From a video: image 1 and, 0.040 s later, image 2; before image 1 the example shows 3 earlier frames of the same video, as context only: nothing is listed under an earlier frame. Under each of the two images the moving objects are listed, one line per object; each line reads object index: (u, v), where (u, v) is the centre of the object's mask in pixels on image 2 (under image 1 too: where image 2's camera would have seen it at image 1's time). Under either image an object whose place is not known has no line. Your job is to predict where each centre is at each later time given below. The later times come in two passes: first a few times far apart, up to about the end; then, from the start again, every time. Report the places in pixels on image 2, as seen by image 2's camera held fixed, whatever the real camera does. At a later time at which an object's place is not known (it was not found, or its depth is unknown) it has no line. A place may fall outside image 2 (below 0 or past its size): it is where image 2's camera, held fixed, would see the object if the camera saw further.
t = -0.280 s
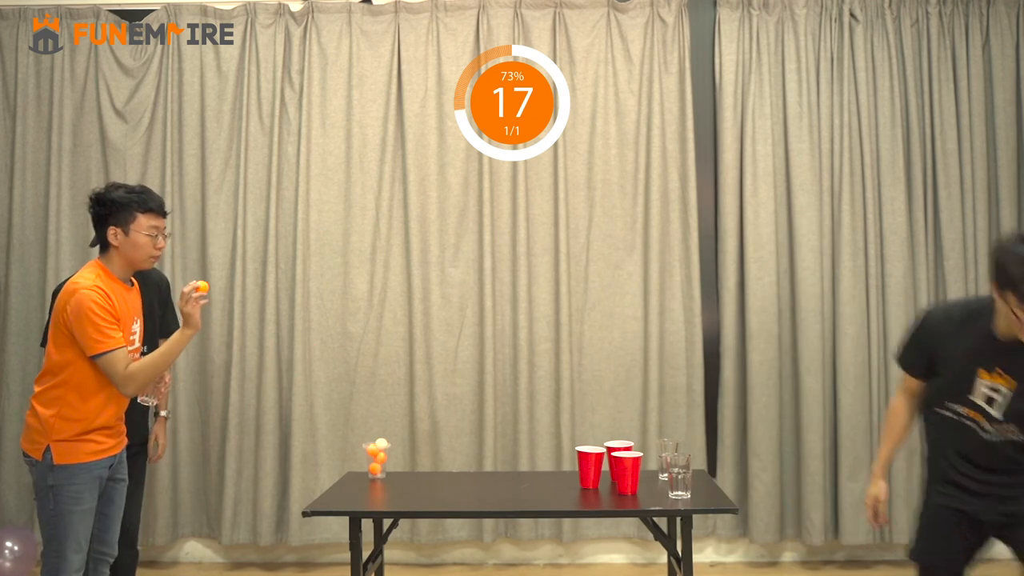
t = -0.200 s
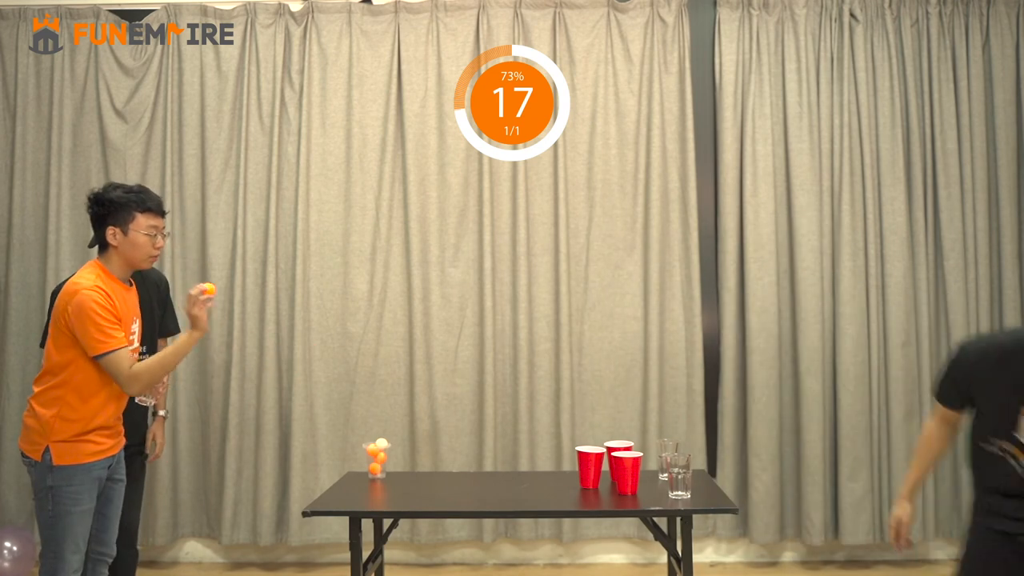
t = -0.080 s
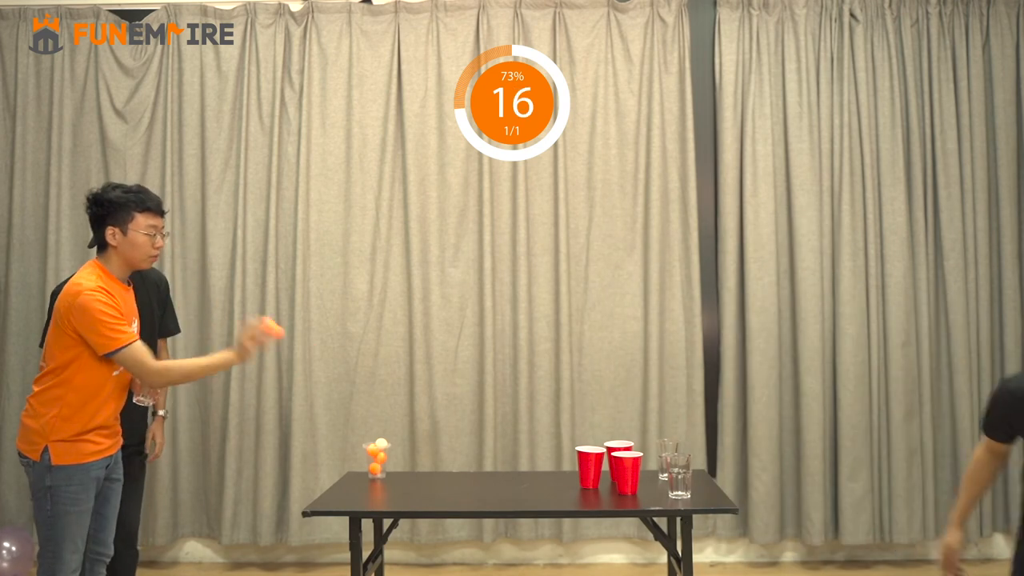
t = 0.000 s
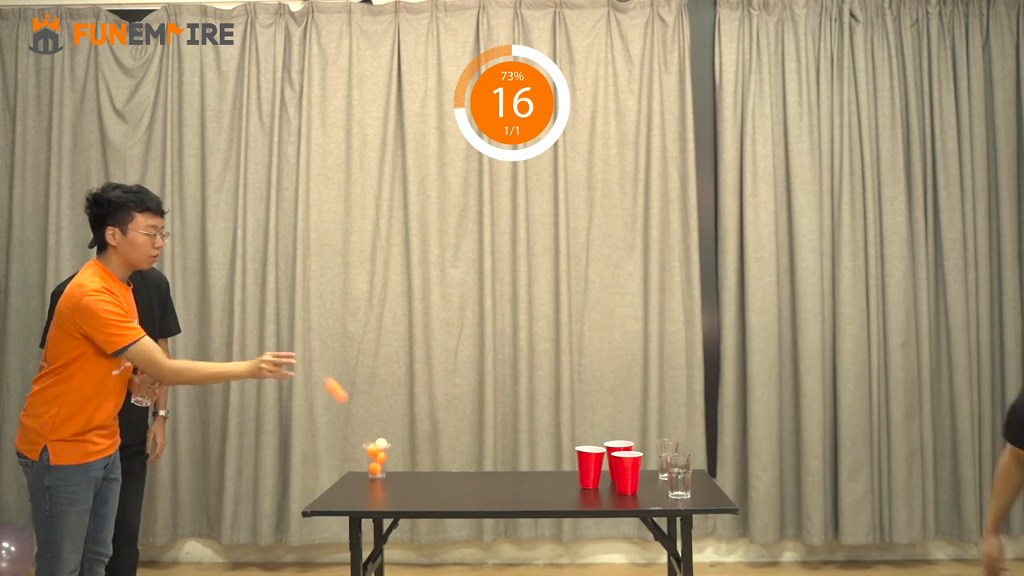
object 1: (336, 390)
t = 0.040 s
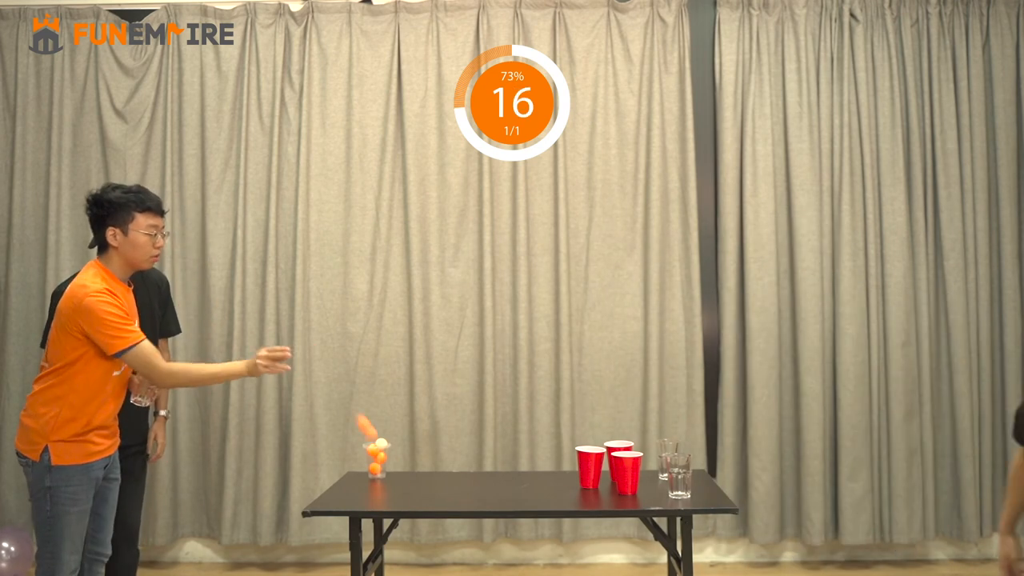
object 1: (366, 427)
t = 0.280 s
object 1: (482, 343)
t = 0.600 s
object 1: (611, 373)
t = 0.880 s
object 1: (665, 385)
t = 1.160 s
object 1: (691, 405)
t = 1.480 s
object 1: (721, 394)
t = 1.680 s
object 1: (742, 441)
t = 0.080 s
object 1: (397, 470)
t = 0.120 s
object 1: (417, 453)
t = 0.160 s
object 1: (433, 415)
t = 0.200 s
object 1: (450, 386)
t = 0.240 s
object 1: (466, 362)
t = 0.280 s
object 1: (482, 343)
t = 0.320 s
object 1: (498, 329)
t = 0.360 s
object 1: (515, 320)
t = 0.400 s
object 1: (531, 317)
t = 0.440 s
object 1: (547, 319)
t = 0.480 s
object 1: (564, 325)
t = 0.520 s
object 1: (579, 336)
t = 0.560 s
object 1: (596, 352)
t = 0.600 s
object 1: (611, 373)
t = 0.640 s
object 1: (627, 398)
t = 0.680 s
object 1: (642, 428)
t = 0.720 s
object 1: (653, 461)
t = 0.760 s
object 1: (655, 451)
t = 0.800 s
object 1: (658, 425)
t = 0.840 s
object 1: (661, 402)
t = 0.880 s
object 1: (665, 385)
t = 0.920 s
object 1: (668, 373)
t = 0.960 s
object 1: (672, 365)
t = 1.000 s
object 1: (675, 363)
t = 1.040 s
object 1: (679, 366)
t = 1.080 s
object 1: (683, 374)
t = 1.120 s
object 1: (687, 387)
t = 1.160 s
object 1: (691, 405)
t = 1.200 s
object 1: (696, 428)
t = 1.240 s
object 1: (699, 457)
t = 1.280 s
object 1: (704, 480)
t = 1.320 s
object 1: (707, 452)
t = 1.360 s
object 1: (710, 430)
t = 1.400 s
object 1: (713, 413)
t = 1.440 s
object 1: (717, 401)
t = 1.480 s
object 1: (721, 394)
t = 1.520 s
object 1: (725, 393)
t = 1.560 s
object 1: (729, 396)
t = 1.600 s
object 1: (734, 405)
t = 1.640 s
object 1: (738, 420)
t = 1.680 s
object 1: (742, 441)
